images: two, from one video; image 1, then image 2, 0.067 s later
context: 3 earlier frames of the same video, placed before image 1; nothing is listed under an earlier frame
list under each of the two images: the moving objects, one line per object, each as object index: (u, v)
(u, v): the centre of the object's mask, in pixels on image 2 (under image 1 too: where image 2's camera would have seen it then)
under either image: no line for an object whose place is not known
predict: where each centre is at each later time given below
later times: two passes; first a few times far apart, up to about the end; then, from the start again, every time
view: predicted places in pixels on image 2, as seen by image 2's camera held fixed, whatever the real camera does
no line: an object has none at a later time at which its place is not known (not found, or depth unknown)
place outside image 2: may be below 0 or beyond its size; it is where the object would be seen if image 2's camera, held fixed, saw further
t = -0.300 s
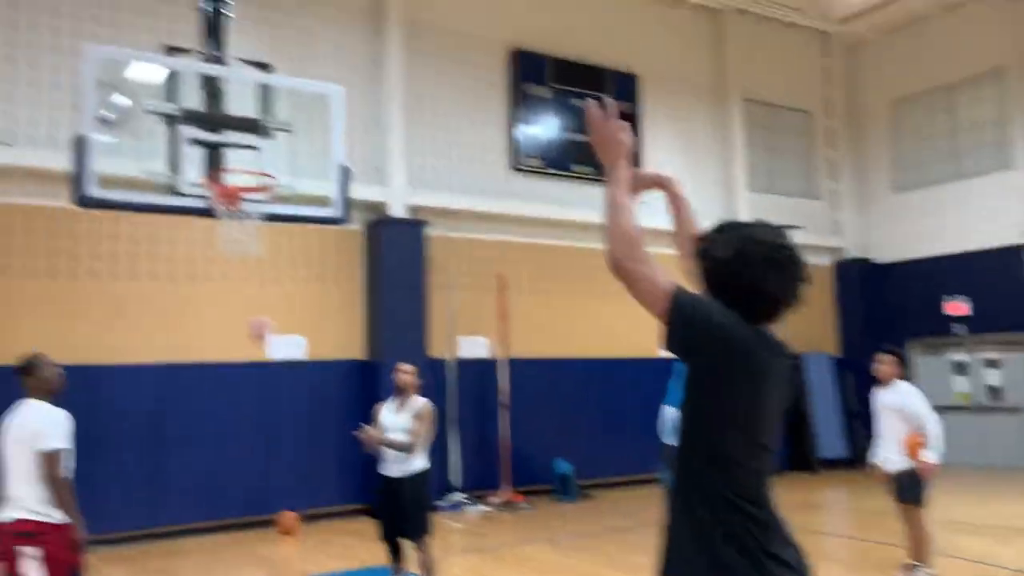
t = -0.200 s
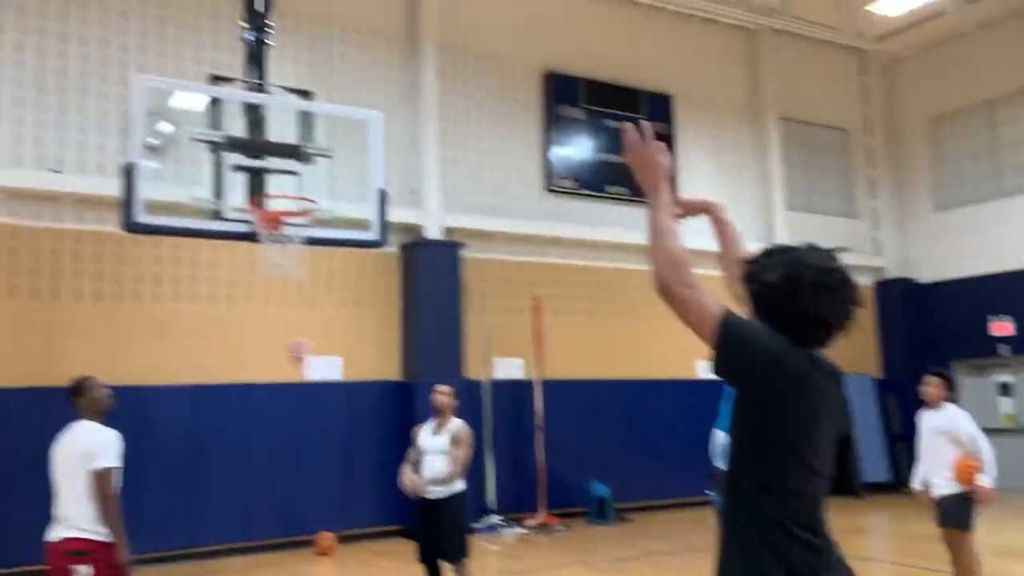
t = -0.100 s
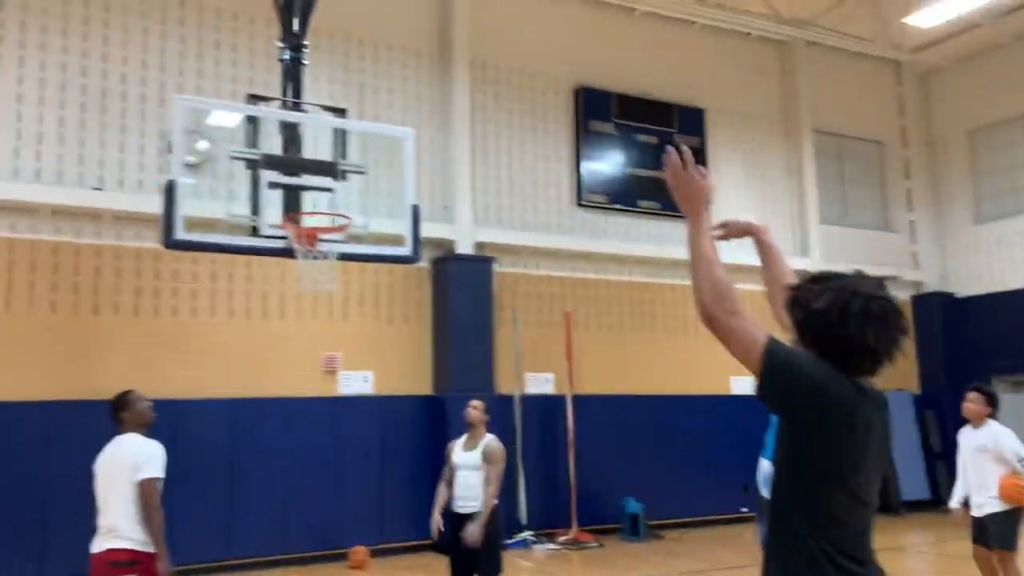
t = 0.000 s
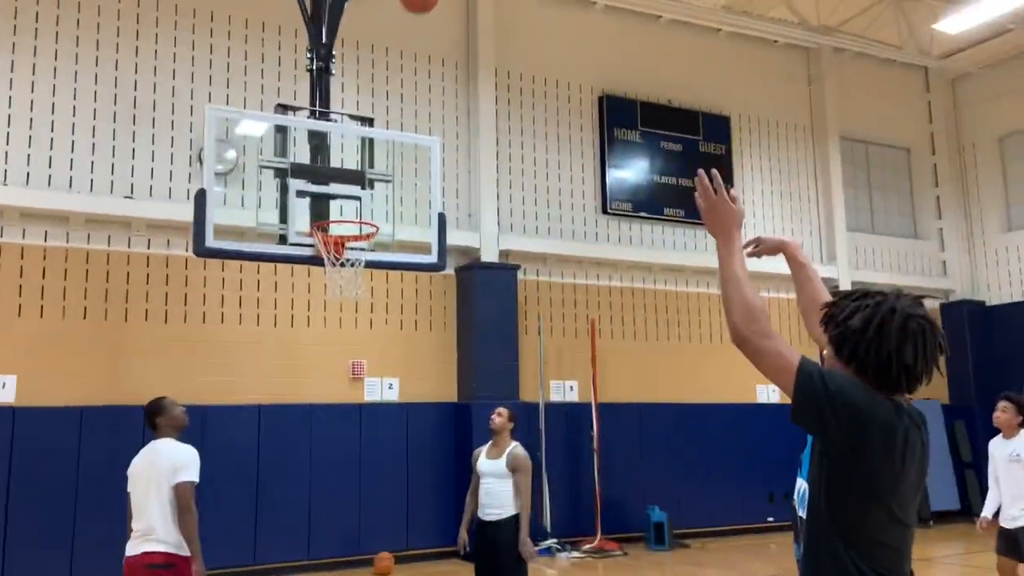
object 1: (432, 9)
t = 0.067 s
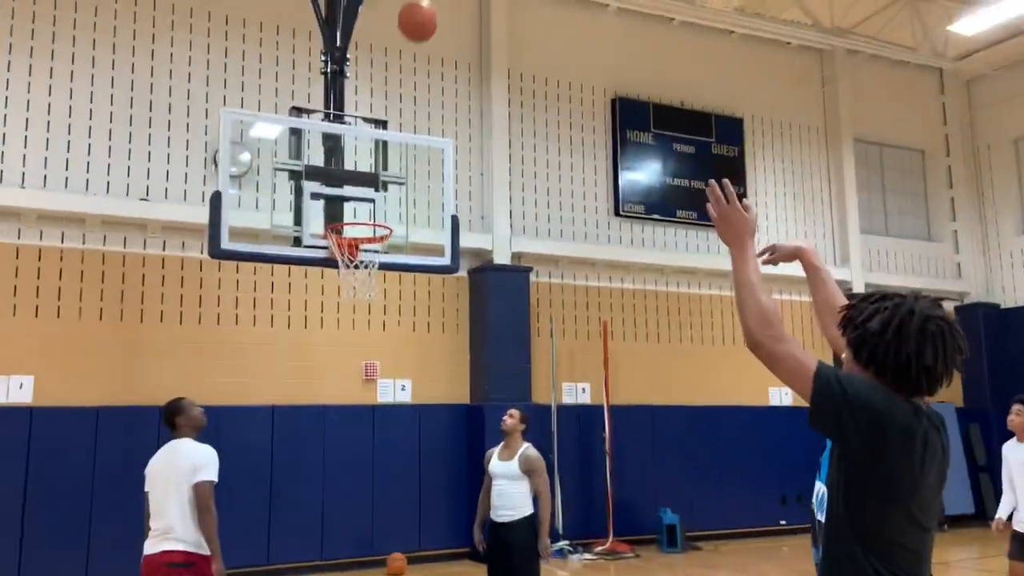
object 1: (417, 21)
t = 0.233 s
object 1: (384, 104)
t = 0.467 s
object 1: (361, 235)
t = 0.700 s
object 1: (333, 268)
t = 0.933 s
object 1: (329, 343)
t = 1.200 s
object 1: (320, 523)
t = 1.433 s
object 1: (319, 577)
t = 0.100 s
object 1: (411, 35)
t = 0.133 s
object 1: (403, 51)
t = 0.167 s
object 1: (397, 67)
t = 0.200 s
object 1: (390, 85)
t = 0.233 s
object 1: (384, 104)
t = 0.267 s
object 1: (378, 123)
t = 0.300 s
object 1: (372, 143)
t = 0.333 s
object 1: (366, 165)
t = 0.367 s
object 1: (361, 184)
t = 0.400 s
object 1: (354, 208)
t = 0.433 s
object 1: (351, 234)
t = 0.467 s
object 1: (361, 235)
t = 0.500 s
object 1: (372, 234)
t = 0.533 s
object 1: (360, 241)
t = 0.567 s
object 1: (346, 248)
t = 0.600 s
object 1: (339, 253)
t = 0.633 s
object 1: (336, 260)
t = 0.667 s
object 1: (334, 264)
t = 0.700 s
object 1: (333, 268)
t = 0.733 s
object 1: (332, 275)
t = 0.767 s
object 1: (332, 283)
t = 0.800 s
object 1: (332, 292)
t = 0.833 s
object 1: (331, 303)
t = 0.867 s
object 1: (330, 315)
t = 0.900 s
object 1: (330, 328)
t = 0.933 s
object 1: (329, 343)
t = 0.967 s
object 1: (328, 359)
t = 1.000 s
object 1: (327, 378)
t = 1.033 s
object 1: (326, 399)
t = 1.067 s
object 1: (326, 420)
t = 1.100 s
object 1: (324, 442)
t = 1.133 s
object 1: (323, 467)
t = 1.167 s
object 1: (322, 494)
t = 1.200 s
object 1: (320, 523)
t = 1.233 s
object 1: (319, 553)
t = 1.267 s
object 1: (317, 585)
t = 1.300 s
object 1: (315, 621)
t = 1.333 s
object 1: (314, 655)
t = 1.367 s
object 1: (316, 631)
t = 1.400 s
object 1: (317, 603)
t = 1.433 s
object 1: (319, 577)
